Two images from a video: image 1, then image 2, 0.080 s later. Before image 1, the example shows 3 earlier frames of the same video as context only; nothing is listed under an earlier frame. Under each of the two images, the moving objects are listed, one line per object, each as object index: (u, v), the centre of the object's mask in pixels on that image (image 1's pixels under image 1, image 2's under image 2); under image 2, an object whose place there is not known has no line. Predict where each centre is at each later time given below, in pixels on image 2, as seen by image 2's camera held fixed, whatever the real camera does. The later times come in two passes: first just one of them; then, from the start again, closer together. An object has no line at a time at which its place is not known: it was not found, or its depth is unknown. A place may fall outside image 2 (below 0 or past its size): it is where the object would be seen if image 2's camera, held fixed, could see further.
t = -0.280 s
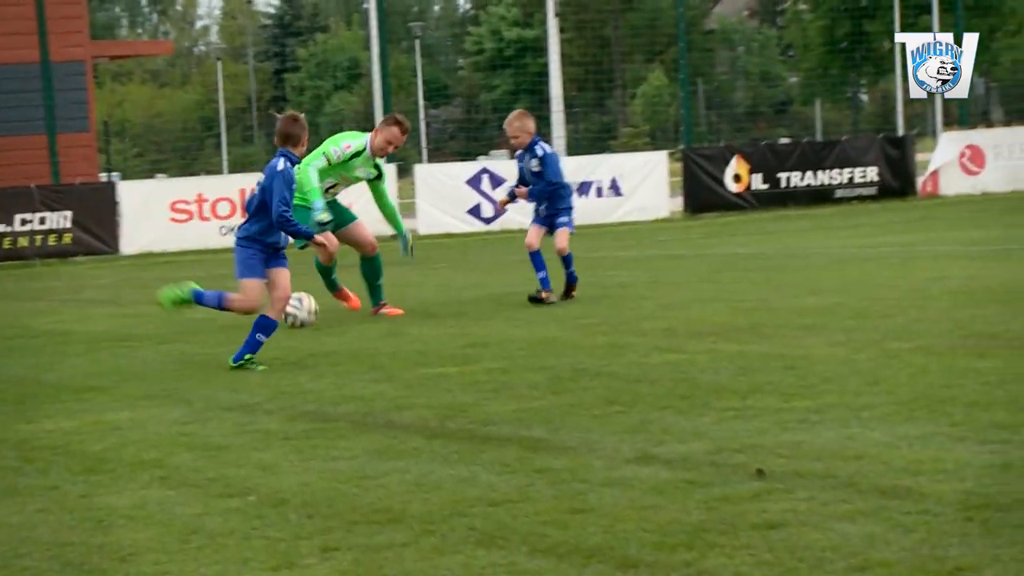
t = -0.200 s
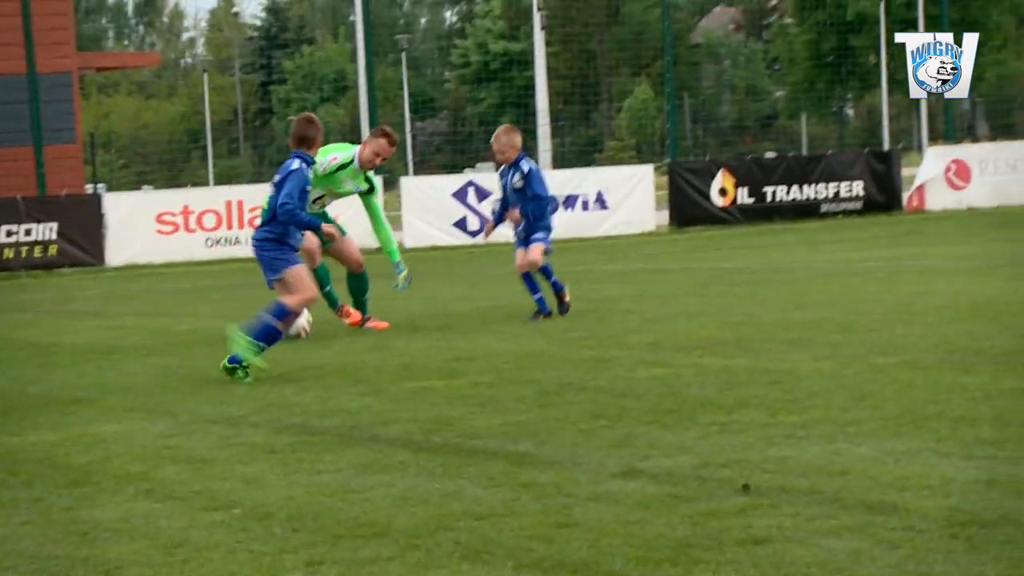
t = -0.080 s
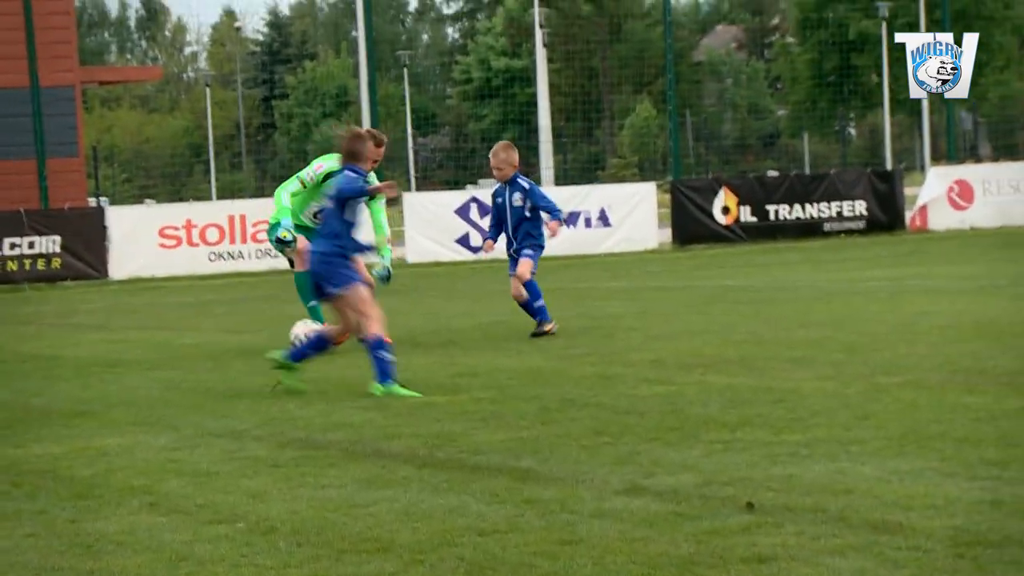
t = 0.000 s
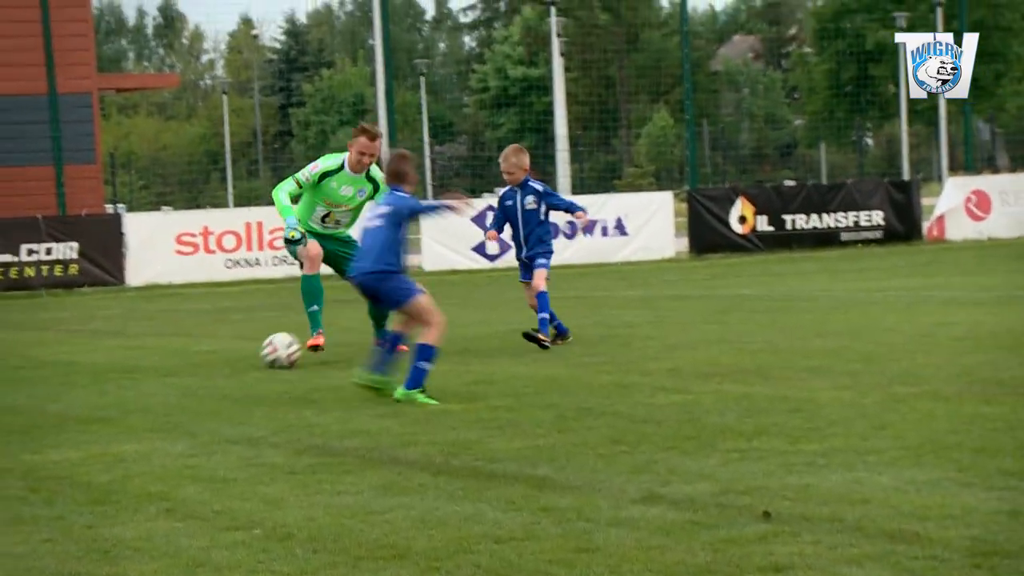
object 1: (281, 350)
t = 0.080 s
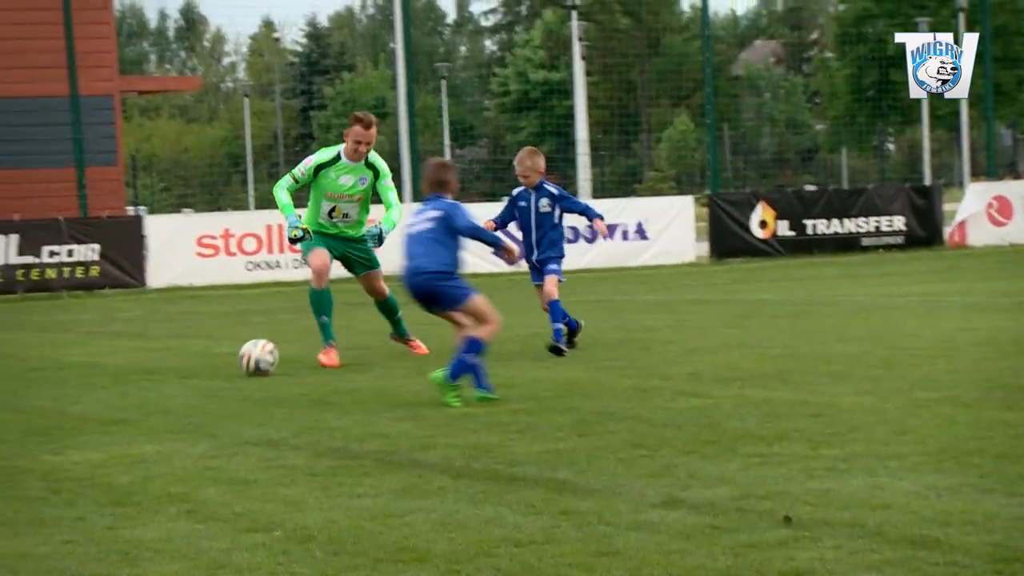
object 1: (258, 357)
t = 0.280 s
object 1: (169, 367)
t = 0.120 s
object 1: (238, 360)
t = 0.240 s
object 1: (184, 363)
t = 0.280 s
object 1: (169, 367)
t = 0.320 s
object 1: (153, 369)
